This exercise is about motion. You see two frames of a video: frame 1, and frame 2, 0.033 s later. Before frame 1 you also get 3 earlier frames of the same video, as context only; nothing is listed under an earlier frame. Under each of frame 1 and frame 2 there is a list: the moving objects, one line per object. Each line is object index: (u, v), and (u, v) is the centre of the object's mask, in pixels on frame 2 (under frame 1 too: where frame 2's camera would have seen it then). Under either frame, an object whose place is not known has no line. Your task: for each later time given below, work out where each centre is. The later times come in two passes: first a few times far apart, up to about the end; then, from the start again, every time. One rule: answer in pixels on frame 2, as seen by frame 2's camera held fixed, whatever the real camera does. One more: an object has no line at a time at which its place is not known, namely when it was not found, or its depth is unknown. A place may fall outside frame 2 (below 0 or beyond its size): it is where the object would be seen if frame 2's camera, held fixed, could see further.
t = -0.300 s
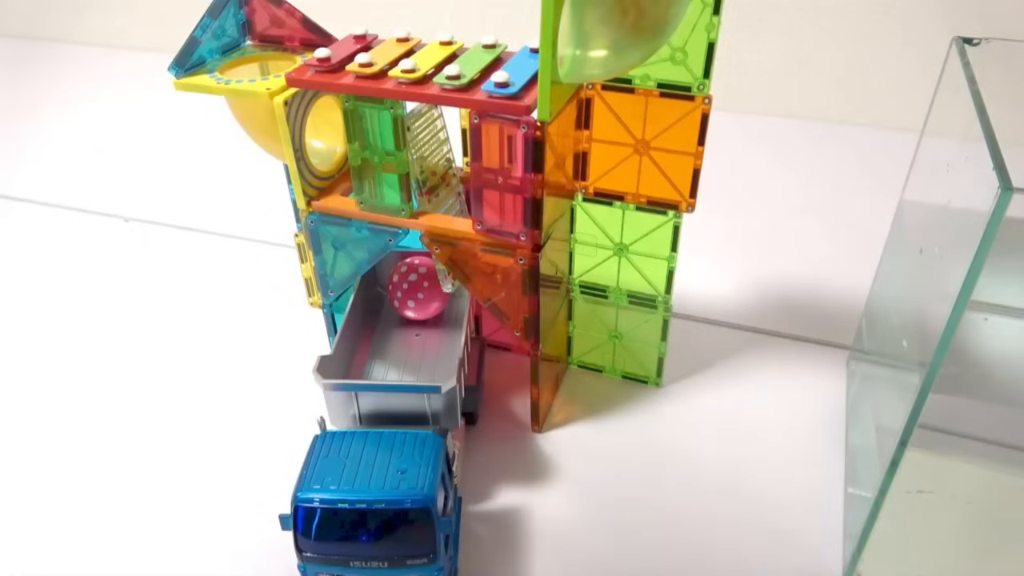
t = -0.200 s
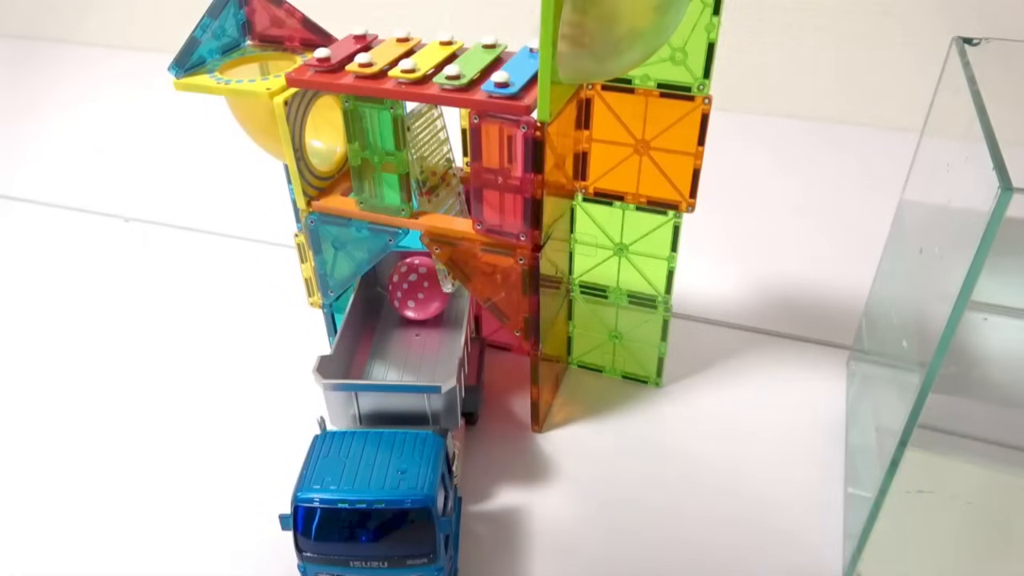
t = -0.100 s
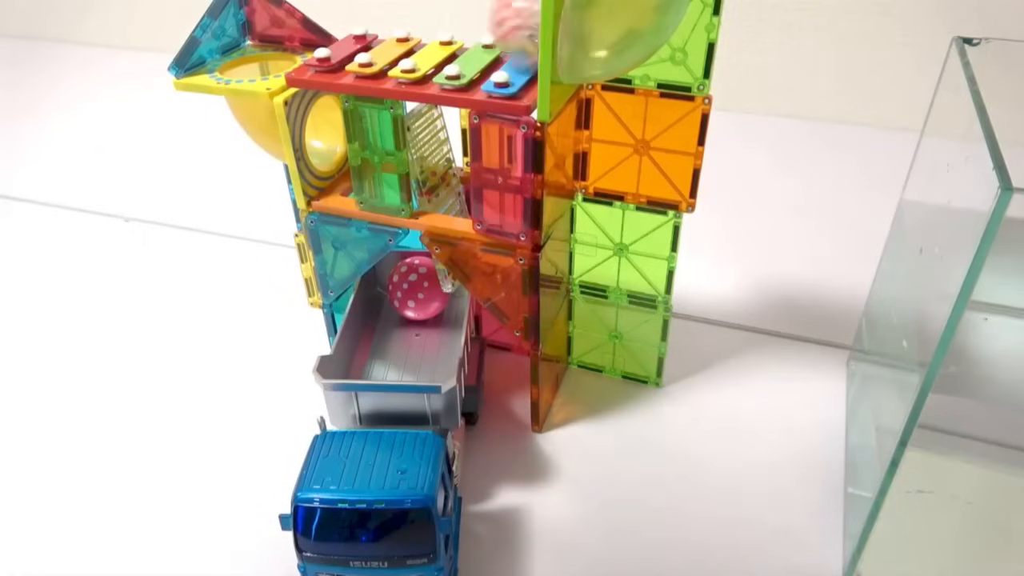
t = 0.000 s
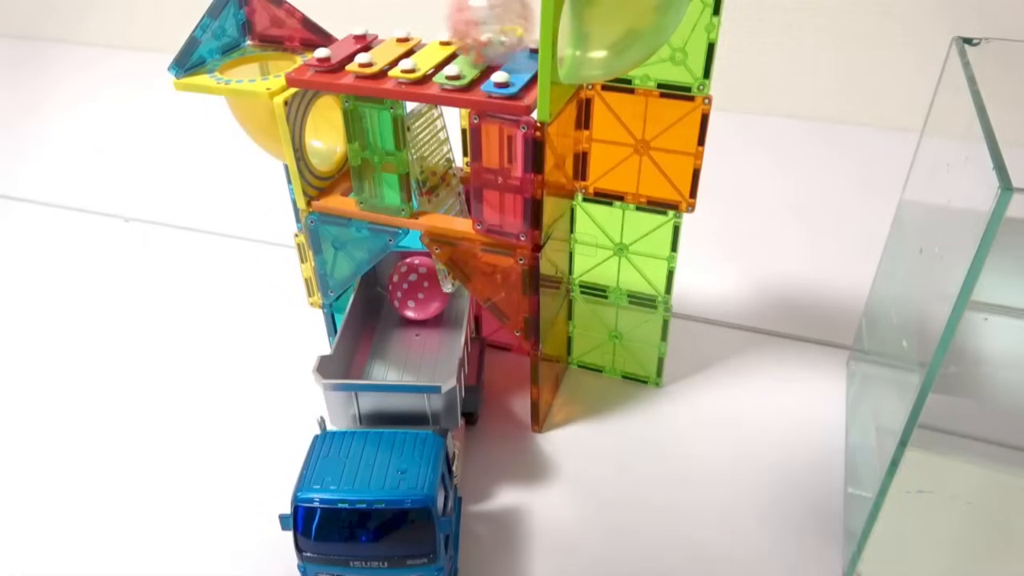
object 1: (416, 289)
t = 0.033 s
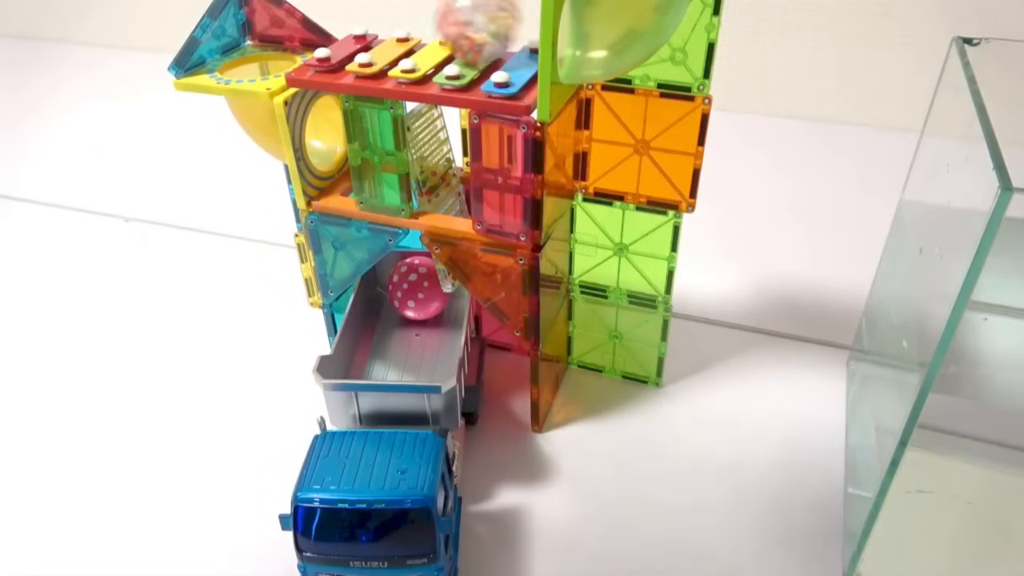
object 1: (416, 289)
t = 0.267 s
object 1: (416, 289)
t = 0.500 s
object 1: (416, 289)
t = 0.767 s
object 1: (416, 289)
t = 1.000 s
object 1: (416, 289)
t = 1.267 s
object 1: (416, 289)
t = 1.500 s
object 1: (415, 291)
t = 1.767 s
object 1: (404, 289)
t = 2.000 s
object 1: (399, 289)
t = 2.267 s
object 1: (397, 294)
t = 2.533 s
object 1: (396, 300)
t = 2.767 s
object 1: (396, 303)
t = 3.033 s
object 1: (394, 310)
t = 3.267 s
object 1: (391, 325)
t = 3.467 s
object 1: (394, 337)
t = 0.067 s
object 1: (416, 289)
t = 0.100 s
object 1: (416, 289)
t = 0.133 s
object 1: (416, 289)
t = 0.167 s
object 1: (416, 289)
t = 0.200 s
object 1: (416, 289)
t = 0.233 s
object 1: (416, 289)
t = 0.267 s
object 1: (416, 289)
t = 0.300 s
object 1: (416, 289)
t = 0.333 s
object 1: (416, 289)
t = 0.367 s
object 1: (416, 289)
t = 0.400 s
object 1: (416, 289)
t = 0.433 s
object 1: (416, 289)
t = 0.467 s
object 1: (416, 289)
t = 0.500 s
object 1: (416, 289)
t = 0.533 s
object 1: (416, 289)
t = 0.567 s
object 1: (416, 289)
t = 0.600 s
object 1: (416, 289)
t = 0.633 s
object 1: (416, 289)
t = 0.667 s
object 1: (416, 289)
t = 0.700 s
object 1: (416, 289)
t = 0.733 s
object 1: (416, 289)
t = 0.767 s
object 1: (416, 289)
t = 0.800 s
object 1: (416, 289)
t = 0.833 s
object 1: (416, 289)
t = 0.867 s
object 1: (416, 289)
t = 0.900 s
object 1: (416, 289)
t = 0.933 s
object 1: (416, 289)
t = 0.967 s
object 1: (416, 289)
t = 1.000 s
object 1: (416, 289)
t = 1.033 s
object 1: (416, 289)
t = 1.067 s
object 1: (416, 289)
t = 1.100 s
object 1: (416, 289)
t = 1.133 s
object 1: (416, 289)
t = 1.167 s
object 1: (416, 289)
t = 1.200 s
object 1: (416, 289)
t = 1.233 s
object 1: (416, 289)
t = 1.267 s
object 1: (416, 289)
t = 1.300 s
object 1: (416, 289)
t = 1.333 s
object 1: (416, 289)
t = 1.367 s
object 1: (416, 289)
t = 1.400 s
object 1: (416, 289)
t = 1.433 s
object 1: (416, 289)
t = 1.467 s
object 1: (415, 289)
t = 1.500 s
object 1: (415, 291)
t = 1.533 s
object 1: (413, 290)
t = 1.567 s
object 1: (413, 291)
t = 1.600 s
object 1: (412, 292)
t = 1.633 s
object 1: (412, 292)
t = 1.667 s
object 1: (411, 291)
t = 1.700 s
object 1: (409, 290)
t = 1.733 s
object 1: (407, 288)
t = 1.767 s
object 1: (404, 289)
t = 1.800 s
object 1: (402, 288)
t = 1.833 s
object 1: (400, 287)
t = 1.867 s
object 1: (400, 287)
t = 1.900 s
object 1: (400, 288)
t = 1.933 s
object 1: (401, 285)
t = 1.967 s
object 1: (399, 288)
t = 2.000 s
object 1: (399, 289)
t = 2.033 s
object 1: (399, 289)
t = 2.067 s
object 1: (399, 289)
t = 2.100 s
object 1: (398, 291)
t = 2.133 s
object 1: (398, 291)
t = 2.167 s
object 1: (398, 291)
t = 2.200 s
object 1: (398, 292)
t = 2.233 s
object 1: (397, 293)
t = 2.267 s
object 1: (397, 294)
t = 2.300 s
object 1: (397, 295)
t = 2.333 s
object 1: (397, 296)
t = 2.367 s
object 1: (397, 297)
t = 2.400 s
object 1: (397, 297)
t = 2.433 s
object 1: (396, 298)
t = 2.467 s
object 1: (397, 298)
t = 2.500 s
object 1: (396, 299)
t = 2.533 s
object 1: (396, 300)
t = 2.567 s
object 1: (396, 300)
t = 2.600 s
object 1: (396, 300)
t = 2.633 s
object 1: (396, 301)
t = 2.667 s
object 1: (396, 301)
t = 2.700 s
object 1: (396, 302)
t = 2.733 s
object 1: (396, 302)
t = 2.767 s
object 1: (396, 303)
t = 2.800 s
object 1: (395, 303)
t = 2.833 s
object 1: (395, 303)
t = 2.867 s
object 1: (395, 304)
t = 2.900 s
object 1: (395, 305)
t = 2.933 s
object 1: (395, 306)
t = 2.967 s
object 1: (394, 308)
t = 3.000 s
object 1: (394, 309)
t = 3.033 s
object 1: (394, 310)
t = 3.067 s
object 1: (393, 311)
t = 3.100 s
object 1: (392, 314)
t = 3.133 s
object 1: (392, 316)
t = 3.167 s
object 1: (391, 319)
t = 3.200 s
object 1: (391, 321)
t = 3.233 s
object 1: (391, 322)
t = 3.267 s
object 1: (391, 325)
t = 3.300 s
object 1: (391, 327)
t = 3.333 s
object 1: (391, 329)
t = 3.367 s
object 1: (392, 331)
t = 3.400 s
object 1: (393, 334)
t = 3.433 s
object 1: (393, 336)
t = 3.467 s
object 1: (394, 337)
